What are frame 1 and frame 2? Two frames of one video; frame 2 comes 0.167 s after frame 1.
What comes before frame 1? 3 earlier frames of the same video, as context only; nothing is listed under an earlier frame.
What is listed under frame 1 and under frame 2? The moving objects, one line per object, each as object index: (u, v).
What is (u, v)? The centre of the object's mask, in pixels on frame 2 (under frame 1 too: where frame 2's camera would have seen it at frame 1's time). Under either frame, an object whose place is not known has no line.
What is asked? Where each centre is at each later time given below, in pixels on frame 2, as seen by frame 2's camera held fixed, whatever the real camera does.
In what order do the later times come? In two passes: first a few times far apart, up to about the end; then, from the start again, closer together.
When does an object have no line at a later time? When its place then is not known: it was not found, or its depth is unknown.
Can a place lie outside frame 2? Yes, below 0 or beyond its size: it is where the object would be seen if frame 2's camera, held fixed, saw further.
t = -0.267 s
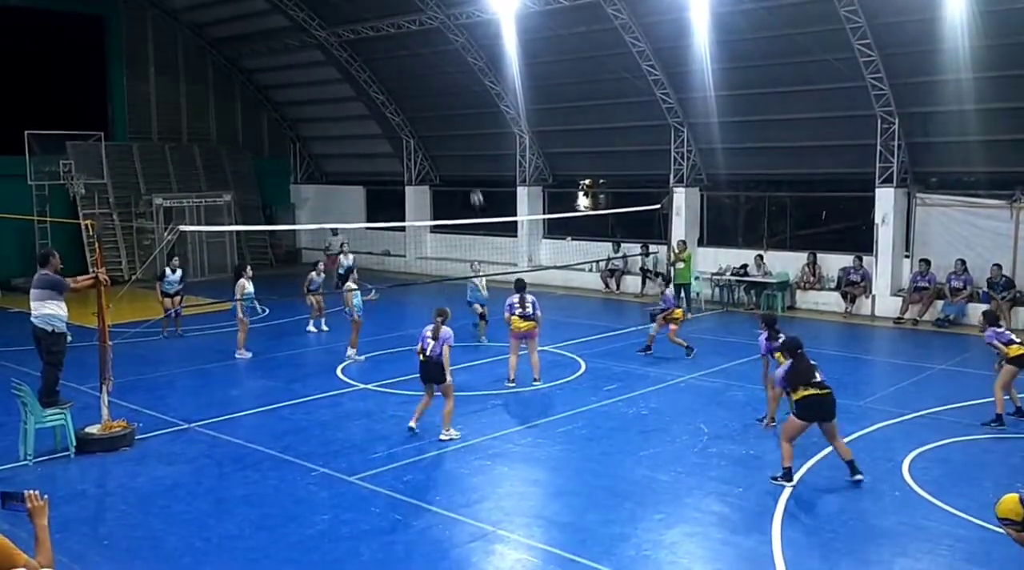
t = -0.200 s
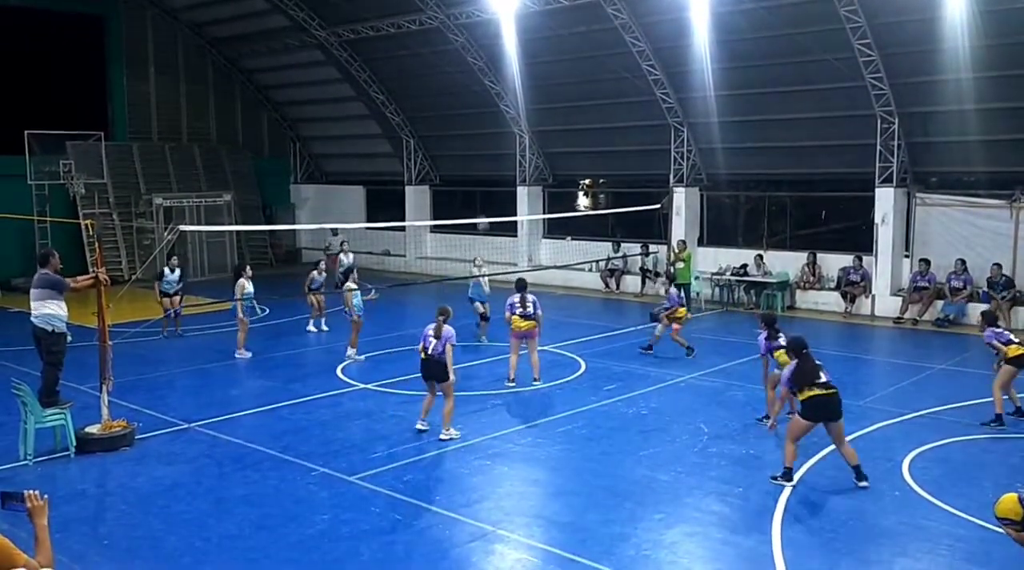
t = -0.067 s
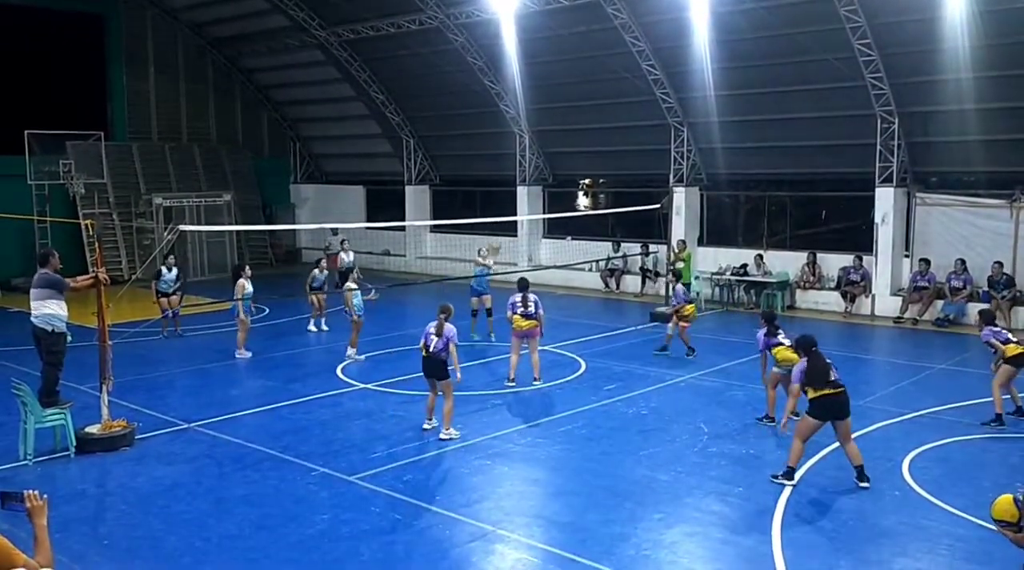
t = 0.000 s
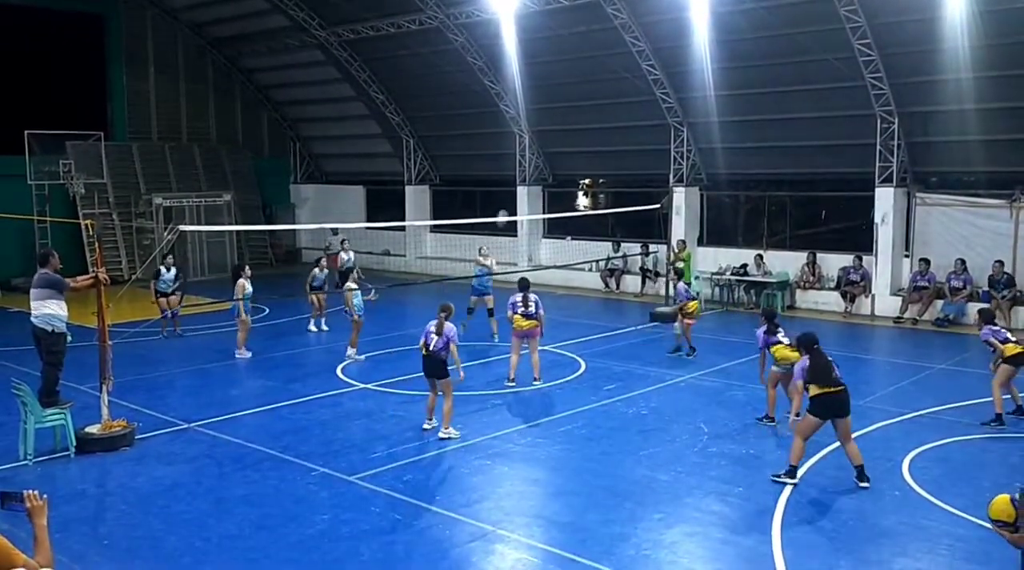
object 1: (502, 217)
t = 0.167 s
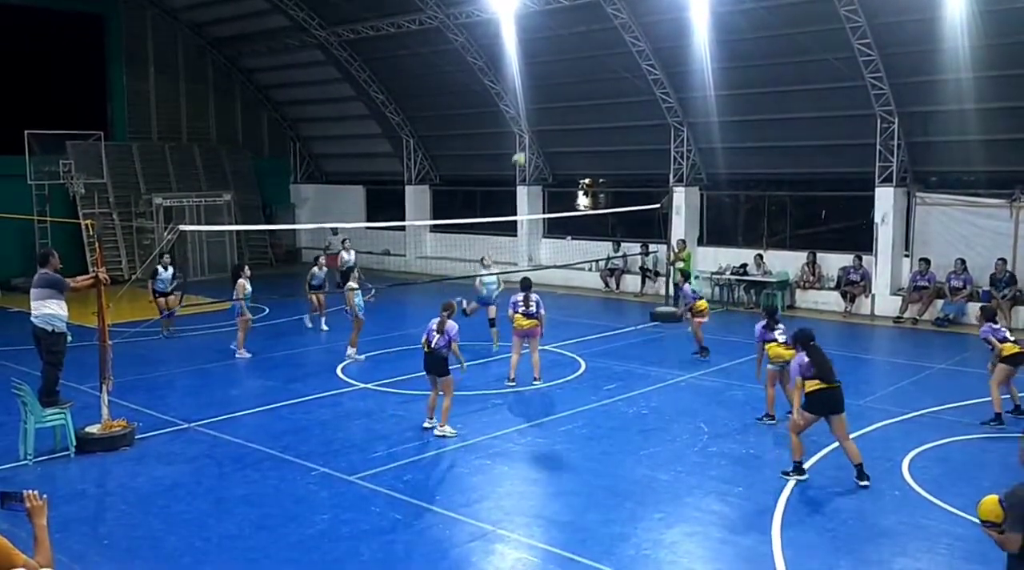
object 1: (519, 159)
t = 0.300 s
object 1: (533, 121)
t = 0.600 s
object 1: (568, 75)
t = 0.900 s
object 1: (607, 90)
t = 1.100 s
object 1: (633, 138)
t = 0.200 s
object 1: (522, 147)
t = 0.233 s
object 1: (526, 137)
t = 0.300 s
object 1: (533, 121)
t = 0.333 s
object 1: (537, 112)
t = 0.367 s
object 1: (541, 106)
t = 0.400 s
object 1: (544, 99)
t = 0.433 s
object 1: (548, 93)
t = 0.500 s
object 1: (556, 84)
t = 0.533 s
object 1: (560, 80)
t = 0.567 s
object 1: (564, 77)
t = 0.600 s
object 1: (568, 75)
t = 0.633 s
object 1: (572, 74)
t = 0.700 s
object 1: (581, 73)
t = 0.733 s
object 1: (585, 74)
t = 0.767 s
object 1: (589, 75)
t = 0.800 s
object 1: (593, 78)
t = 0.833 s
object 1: (598, 82)
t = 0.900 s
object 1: (607, 90)
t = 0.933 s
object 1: (611, 96)
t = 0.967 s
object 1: (615, 102)
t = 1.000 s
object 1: (620, 111)
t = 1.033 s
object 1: (624, 119)
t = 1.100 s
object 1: (633, 138)
